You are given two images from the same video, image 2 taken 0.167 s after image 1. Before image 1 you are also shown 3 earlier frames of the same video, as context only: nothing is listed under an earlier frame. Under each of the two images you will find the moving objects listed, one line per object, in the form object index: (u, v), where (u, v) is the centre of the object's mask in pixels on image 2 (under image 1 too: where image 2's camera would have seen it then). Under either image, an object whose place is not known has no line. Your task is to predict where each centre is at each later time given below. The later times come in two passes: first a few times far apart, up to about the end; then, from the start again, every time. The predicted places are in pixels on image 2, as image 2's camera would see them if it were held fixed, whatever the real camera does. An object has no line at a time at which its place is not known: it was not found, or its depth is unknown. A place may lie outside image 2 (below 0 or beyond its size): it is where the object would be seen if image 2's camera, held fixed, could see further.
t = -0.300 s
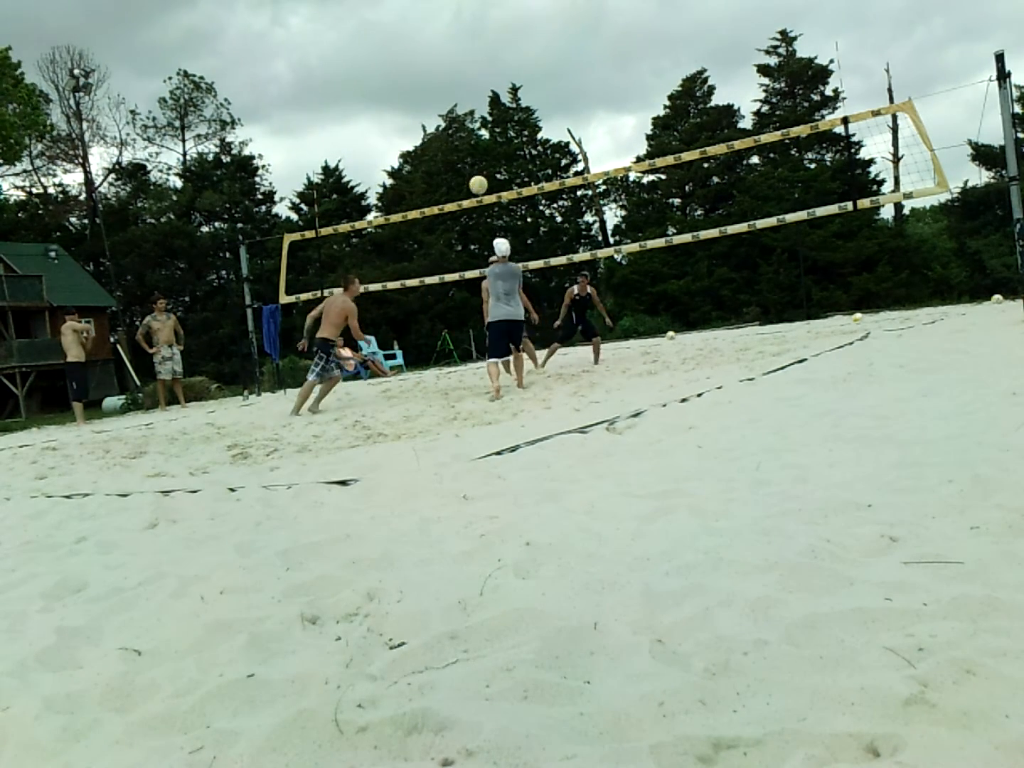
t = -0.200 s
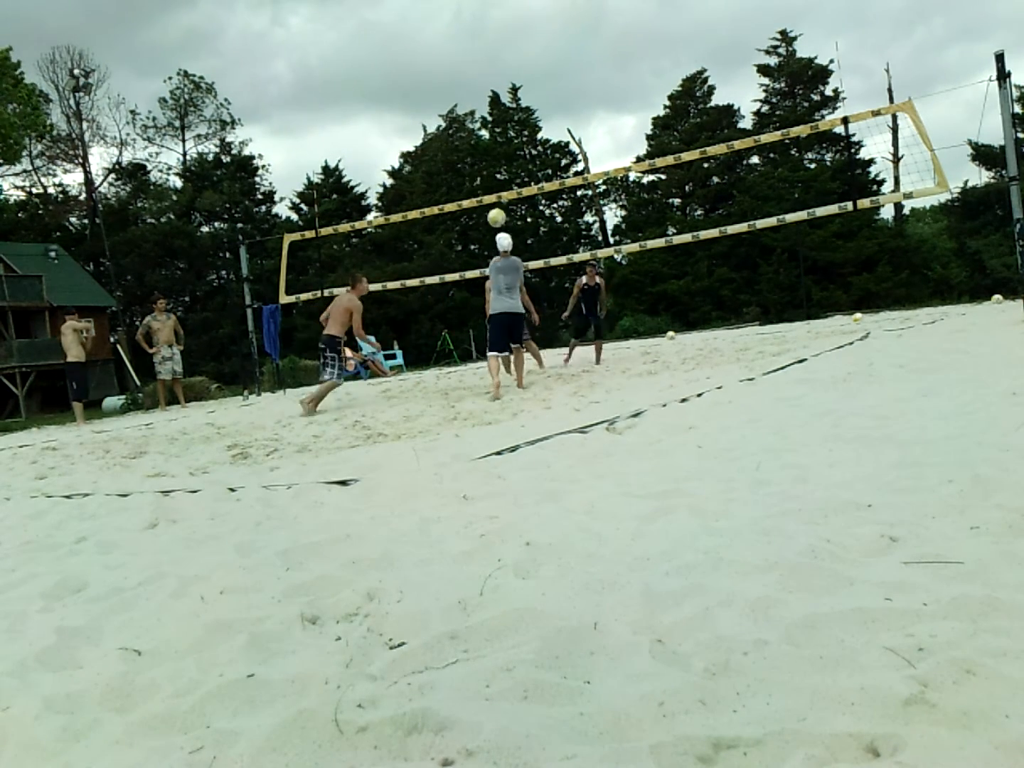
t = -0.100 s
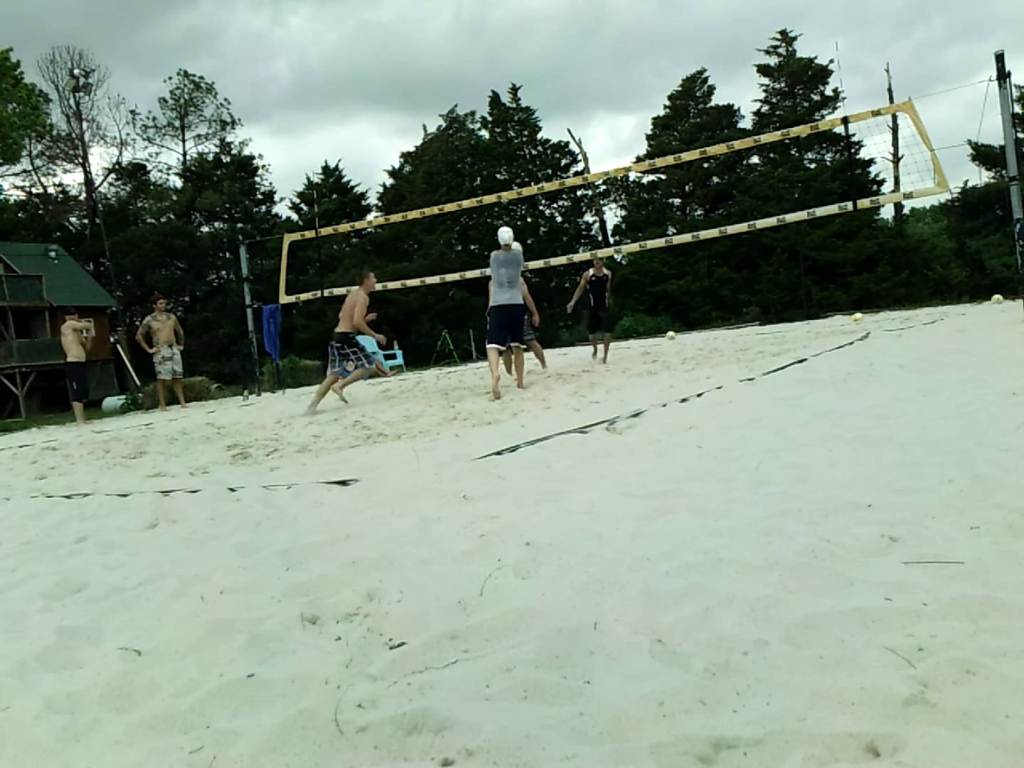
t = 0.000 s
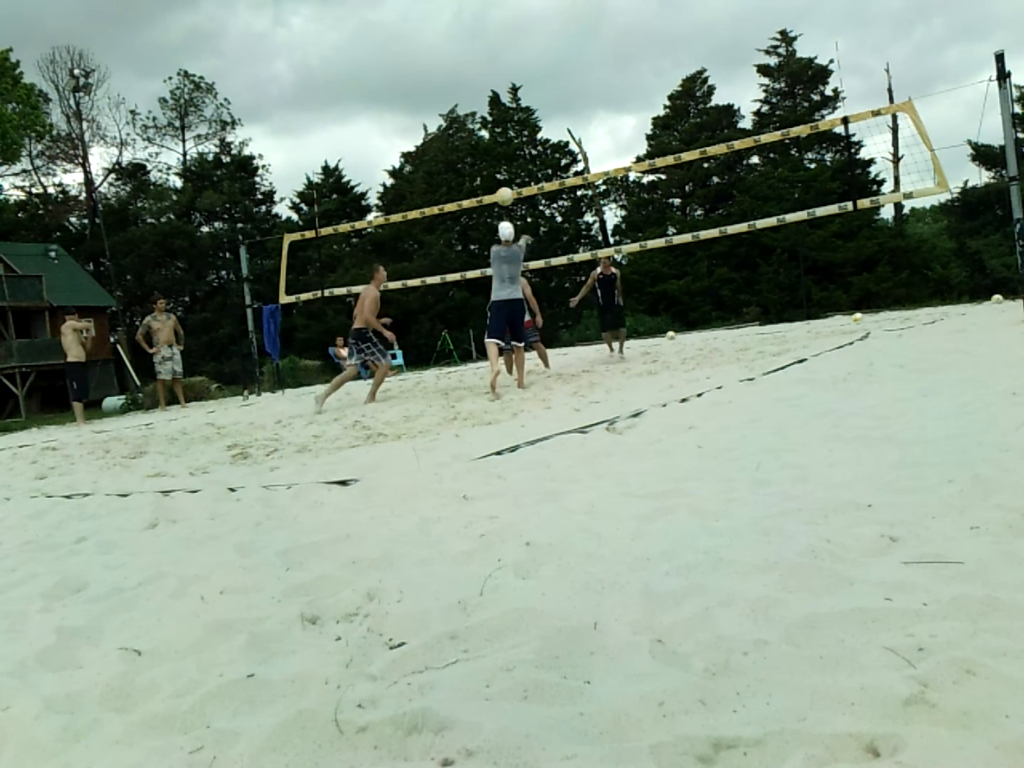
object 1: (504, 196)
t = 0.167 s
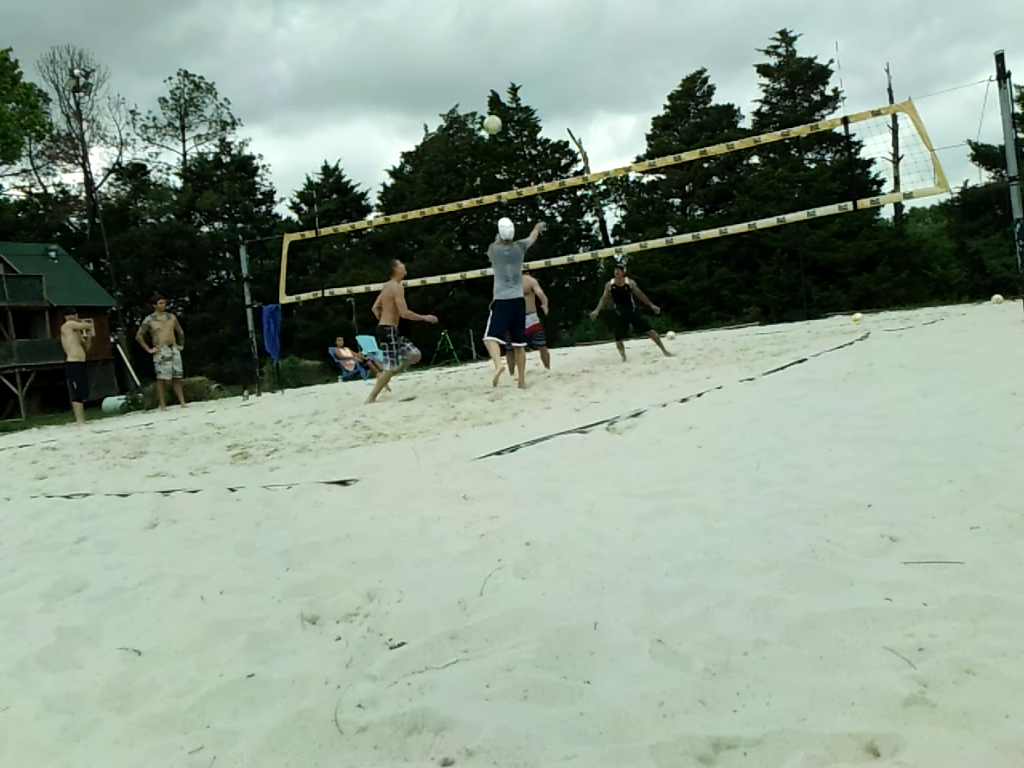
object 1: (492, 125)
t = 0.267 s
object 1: (486, 93)
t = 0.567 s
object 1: (475, 49)
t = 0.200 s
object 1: (490, 113)
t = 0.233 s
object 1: (488, 102)
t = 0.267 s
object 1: (486, 93)
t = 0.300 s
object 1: (484, 84)
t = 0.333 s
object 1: (483, 77)
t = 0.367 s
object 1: (482, 70)
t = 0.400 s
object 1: (480, 64)
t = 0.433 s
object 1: (479, 59)
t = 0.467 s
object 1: (478, 55)
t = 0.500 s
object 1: (476, 52)
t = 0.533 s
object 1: (476, 50)
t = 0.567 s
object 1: (475, 49)
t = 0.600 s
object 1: (474, 49)
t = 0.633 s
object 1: (474, 49)
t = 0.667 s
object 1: (473, 51)
